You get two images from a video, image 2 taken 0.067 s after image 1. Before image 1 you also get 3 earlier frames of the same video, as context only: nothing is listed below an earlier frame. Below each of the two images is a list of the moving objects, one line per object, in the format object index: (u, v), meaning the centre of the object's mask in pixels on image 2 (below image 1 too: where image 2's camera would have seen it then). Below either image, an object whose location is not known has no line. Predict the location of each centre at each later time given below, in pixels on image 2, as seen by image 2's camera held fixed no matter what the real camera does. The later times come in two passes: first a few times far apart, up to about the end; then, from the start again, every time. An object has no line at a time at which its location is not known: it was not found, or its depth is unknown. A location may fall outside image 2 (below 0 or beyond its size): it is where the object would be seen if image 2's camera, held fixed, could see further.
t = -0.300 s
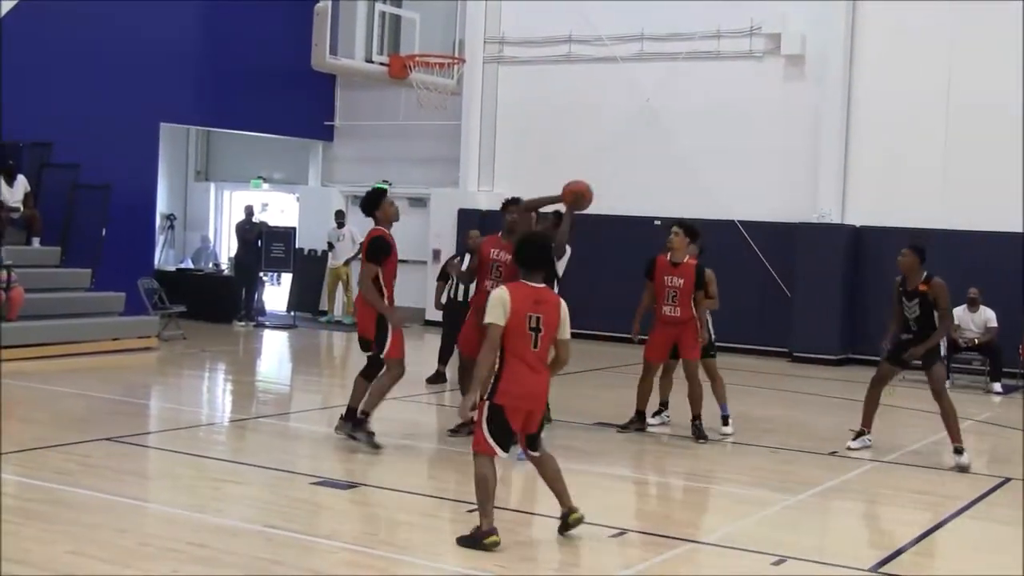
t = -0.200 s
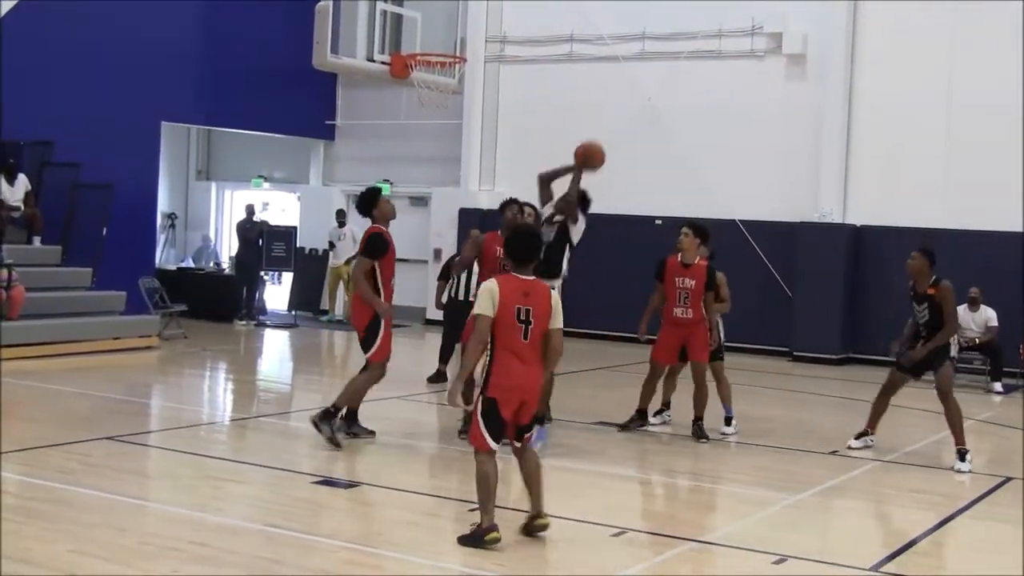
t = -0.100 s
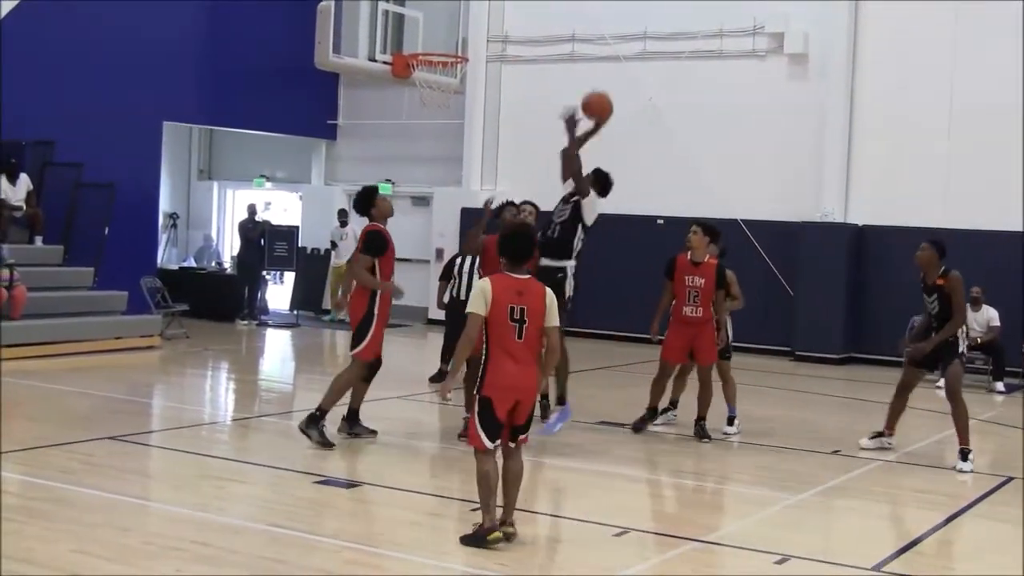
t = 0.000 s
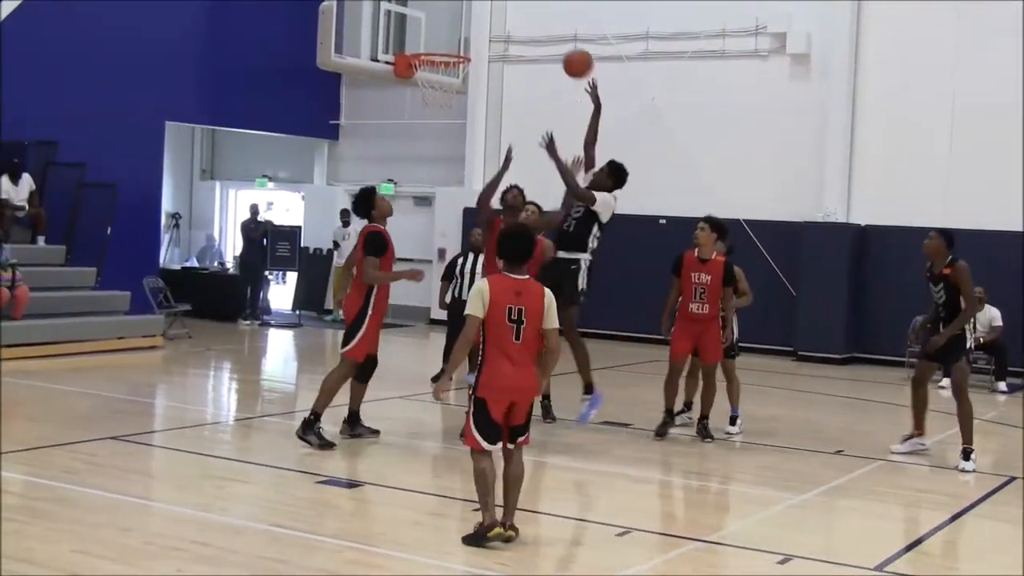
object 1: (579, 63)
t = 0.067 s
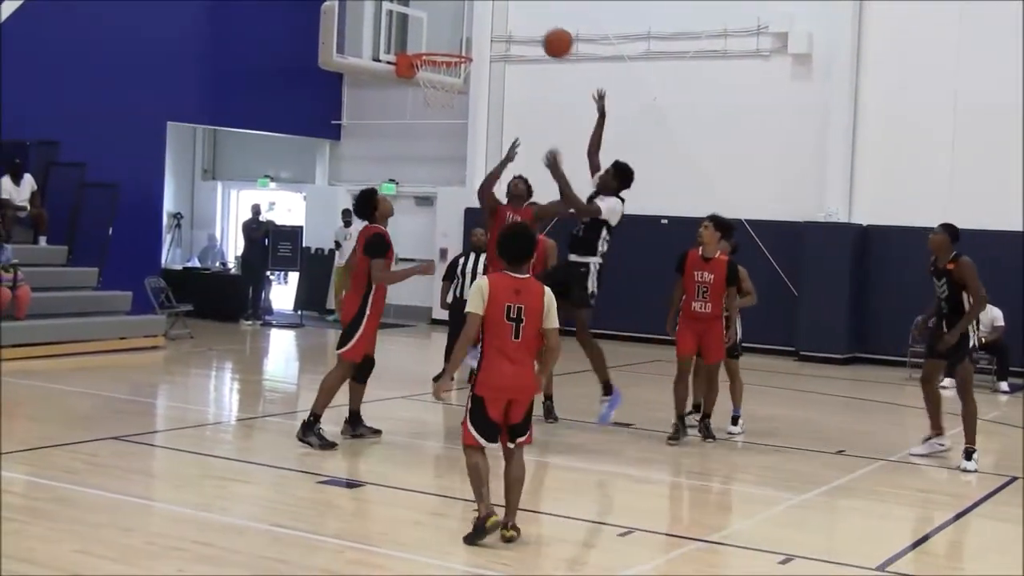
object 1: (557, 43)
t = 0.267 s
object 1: (491, 16)
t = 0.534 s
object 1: (419, 30)
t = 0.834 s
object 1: (427, 24)
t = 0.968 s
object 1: (439, 43)
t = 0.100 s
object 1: (547, 35)
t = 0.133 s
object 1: (536, 28)
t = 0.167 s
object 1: (525, 23)
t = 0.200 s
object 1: (513, 19)
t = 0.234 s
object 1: (503, 17)
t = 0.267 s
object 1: (491, 16)
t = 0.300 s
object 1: (480, 16)
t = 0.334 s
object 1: (469, 17)
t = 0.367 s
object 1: (457, 21)
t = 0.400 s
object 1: (446, 25)
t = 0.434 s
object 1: (435, 31)
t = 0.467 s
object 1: (423, 38)
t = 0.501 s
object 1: (420, 36)
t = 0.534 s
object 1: (419, 30)
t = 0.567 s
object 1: (419, 25)
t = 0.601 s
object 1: (419, 22)
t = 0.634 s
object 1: (419, 20)
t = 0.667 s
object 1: (418, 19)
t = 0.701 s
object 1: (417, 19)
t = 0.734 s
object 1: (418, 20)
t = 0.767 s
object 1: (421, 20)
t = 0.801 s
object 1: (424, 22)
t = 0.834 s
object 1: (427, 24)
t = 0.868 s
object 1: (430, 28)
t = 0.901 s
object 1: (433, 33)
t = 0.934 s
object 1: (437, 39)
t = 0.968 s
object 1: (439, 43)
